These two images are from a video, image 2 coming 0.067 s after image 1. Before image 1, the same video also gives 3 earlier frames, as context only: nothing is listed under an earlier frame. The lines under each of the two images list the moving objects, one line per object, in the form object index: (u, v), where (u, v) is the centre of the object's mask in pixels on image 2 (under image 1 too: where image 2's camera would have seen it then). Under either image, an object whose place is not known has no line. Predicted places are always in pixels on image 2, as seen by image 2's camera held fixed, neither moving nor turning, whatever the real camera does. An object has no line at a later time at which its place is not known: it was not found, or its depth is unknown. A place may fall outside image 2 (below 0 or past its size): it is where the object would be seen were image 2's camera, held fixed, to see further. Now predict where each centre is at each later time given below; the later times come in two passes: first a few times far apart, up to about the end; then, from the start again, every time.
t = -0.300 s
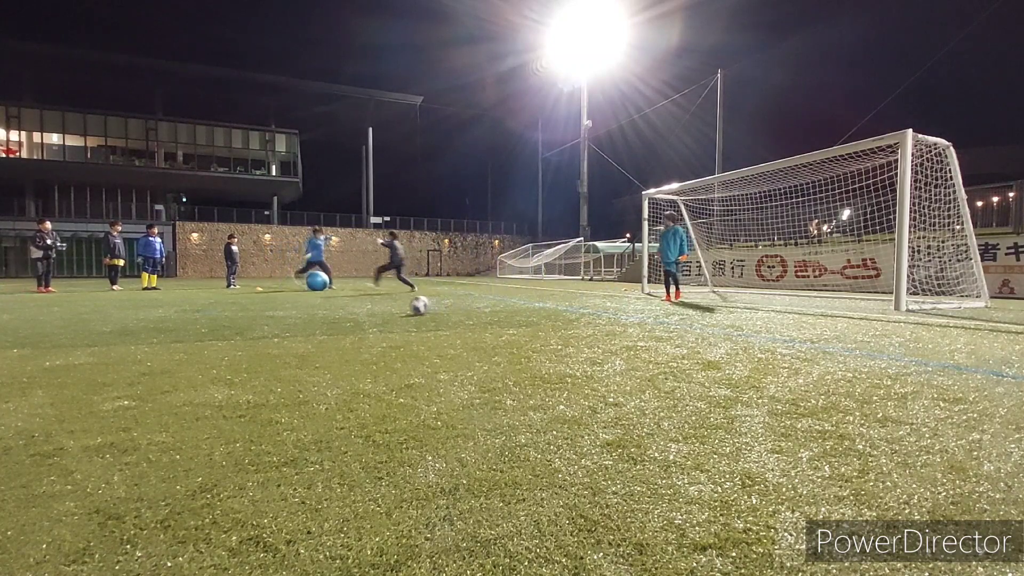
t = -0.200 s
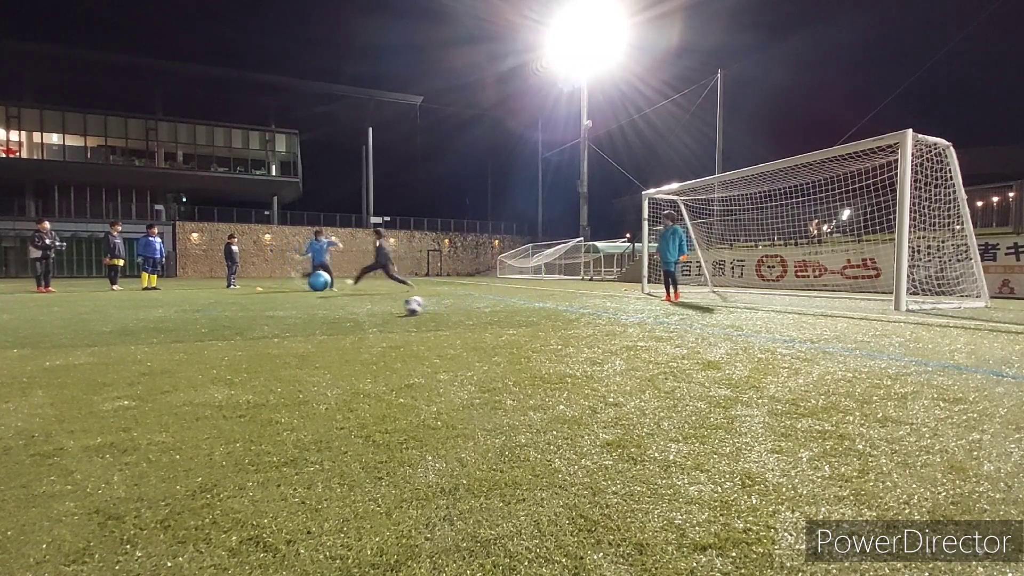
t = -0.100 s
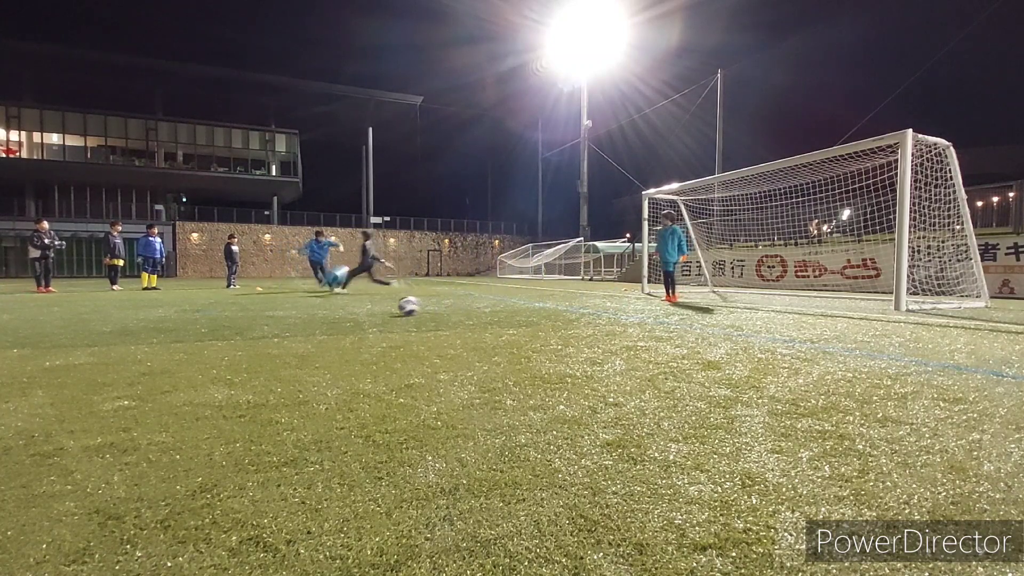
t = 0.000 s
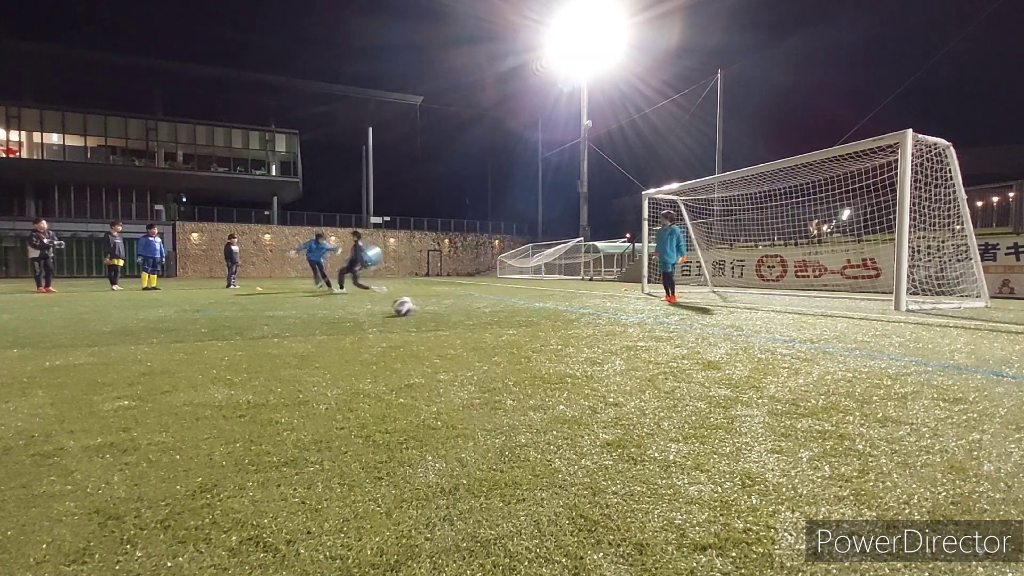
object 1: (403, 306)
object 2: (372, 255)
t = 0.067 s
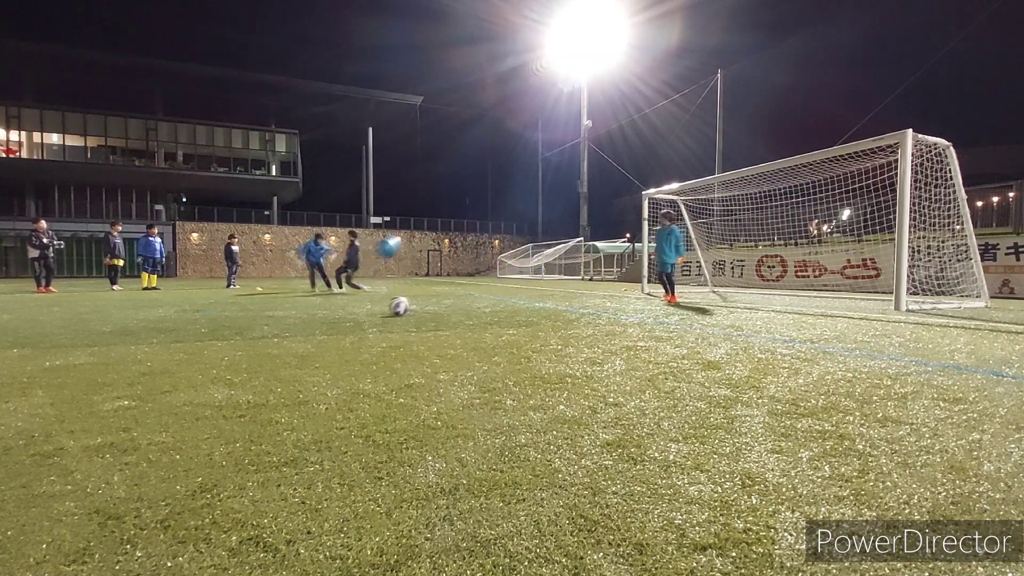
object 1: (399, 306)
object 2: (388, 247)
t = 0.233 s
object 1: (391, 306)
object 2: (441, 231)
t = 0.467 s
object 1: (382, 306)
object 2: (507, 233)
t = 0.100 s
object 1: (397, 306)
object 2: (401, 242)
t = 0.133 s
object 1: (396, 306)
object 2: (410, 238)
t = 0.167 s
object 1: (394, 306)
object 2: (420, 235)
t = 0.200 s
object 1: (393, 306)
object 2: (431, 232)
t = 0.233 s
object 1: (391, 306)
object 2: (441, 231)
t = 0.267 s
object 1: (390, 306)
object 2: (451, 230)
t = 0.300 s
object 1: (389, 306)
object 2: (460, 229)
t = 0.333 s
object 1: (388, 306)
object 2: (470, 229)
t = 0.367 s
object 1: (387, 307)
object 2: (480, 229)
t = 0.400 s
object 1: (385, 307)
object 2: (489, 230)
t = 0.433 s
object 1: (384, 307)
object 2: (498, 232)
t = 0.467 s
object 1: (382, 306)
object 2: (507, 233)
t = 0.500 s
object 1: (381, 306)
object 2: (516, 235)
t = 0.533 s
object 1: (380, 306)
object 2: (525, 237)
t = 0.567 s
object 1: (379, 306)
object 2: (534, 240)
